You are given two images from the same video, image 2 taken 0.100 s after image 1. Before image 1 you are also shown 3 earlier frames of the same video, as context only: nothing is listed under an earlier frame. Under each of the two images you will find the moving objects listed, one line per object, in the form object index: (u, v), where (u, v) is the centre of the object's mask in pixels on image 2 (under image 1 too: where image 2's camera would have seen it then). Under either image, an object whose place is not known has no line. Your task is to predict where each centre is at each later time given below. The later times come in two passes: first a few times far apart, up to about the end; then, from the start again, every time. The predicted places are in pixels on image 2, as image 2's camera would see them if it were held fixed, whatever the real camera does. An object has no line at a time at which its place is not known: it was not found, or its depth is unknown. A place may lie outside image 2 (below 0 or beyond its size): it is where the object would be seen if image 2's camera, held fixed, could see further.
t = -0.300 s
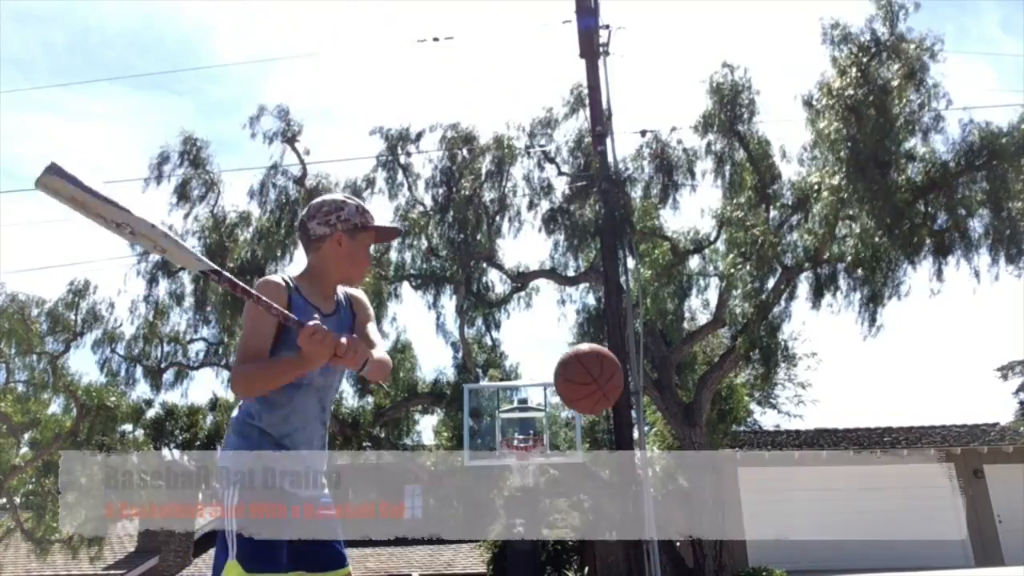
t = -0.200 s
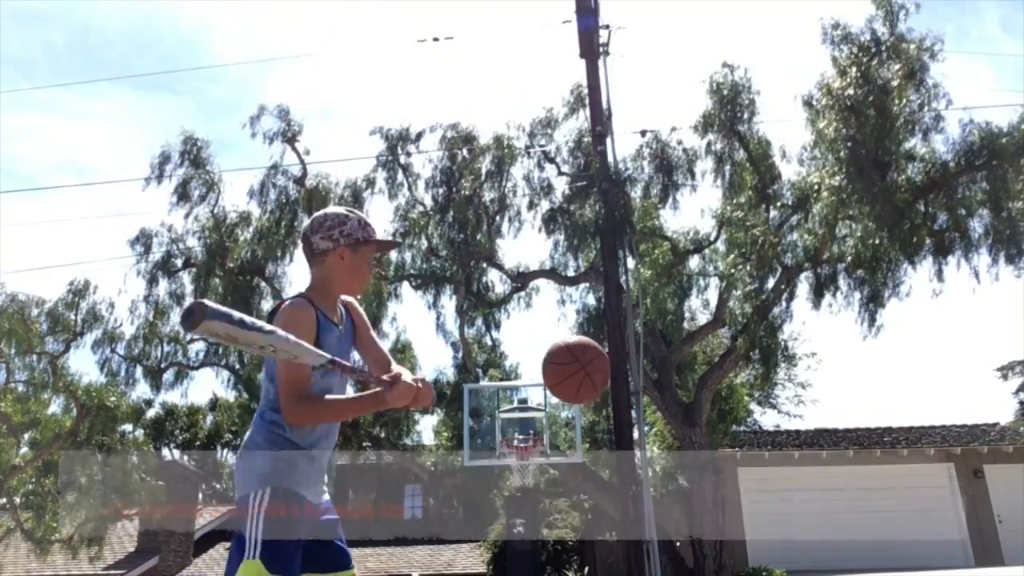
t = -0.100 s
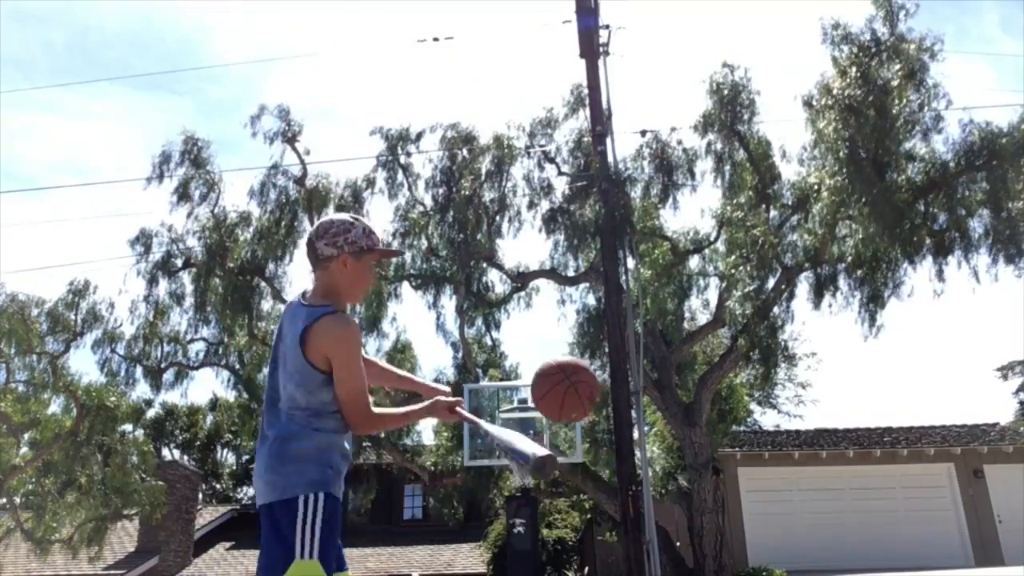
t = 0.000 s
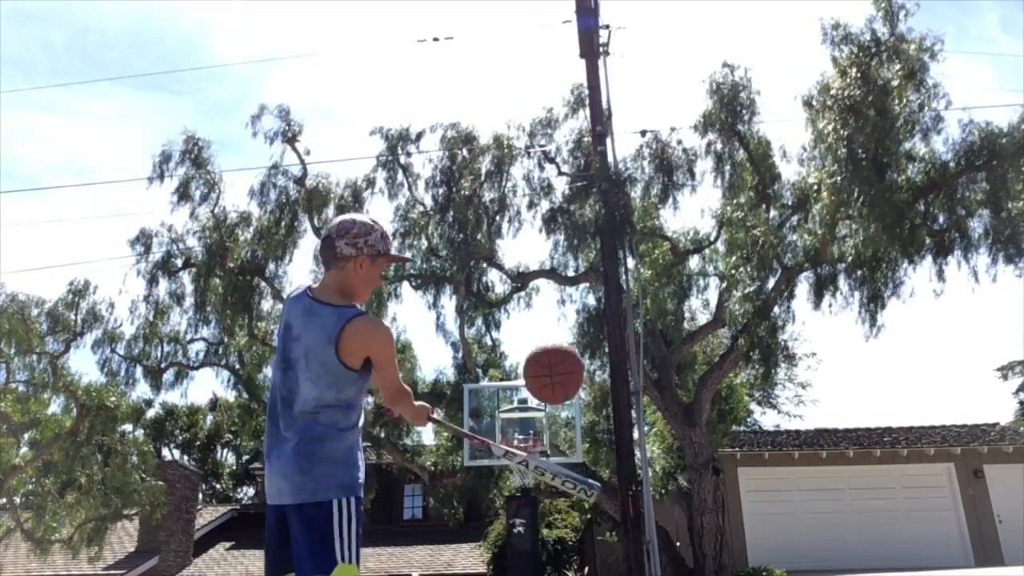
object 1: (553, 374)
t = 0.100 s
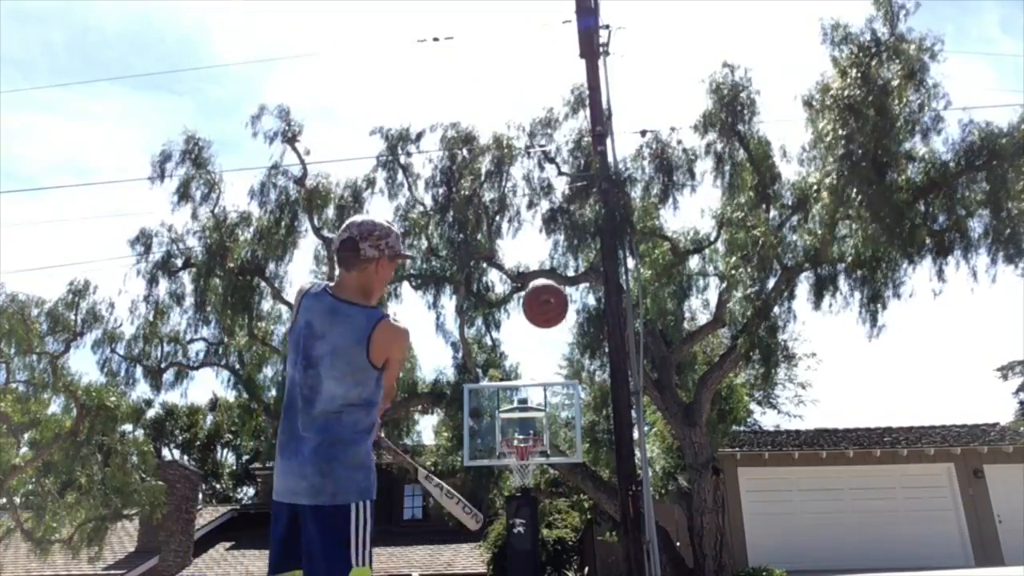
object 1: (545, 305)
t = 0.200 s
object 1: (541, 279)
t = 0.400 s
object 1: (535, 283)
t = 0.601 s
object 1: (529, 324)
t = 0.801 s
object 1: (525, 387)
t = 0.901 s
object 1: (522, 427)
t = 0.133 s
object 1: (543, 292)
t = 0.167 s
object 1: (542, 285)
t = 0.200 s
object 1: (541, 279)
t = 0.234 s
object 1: (540, 276)
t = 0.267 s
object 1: (539, 275)
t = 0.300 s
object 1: (538, 275)
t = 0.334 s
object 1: (537, 276)
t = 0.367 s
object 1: (536, 279)
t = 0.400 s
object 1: (535, 283)
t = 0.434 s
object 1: (533, 287)
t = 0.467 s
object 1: (532, 293)
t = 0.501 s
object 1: (531, 300)
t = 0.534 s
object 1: (530, 307)
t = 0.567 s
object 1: (530, 315)
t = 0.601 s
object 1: (529, 324)
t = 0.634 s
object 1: (528, 333)
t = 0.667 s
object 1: (528, 343)
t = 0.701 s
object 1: (527, 353)
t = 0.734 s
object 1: (526, 364)
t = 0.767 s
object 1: (525, 376)
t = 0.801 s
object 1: (525, 387)
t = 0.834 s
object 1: (523, 399)
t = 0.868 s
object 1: (523, 413)
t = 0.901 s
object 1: (522, 427)
